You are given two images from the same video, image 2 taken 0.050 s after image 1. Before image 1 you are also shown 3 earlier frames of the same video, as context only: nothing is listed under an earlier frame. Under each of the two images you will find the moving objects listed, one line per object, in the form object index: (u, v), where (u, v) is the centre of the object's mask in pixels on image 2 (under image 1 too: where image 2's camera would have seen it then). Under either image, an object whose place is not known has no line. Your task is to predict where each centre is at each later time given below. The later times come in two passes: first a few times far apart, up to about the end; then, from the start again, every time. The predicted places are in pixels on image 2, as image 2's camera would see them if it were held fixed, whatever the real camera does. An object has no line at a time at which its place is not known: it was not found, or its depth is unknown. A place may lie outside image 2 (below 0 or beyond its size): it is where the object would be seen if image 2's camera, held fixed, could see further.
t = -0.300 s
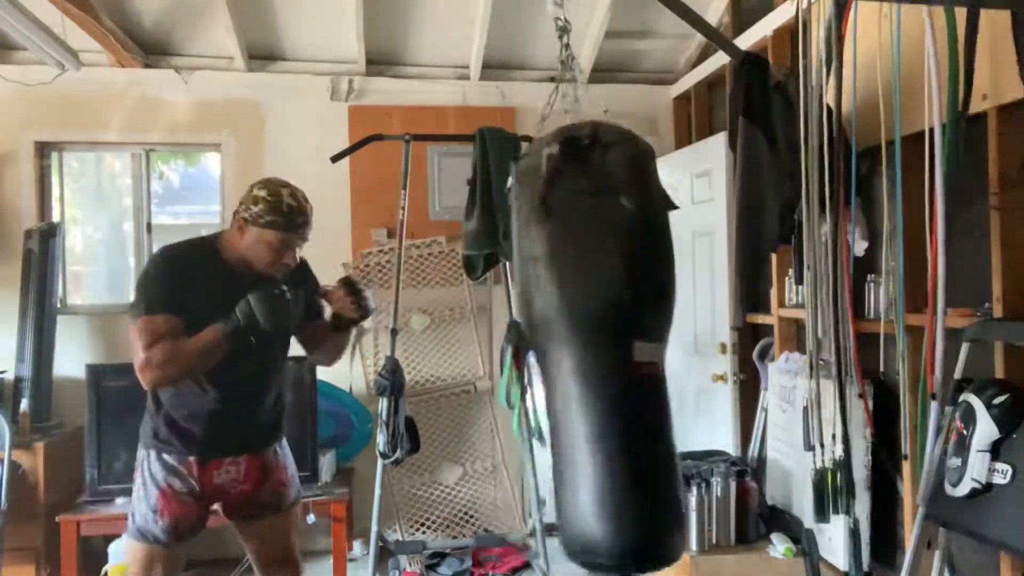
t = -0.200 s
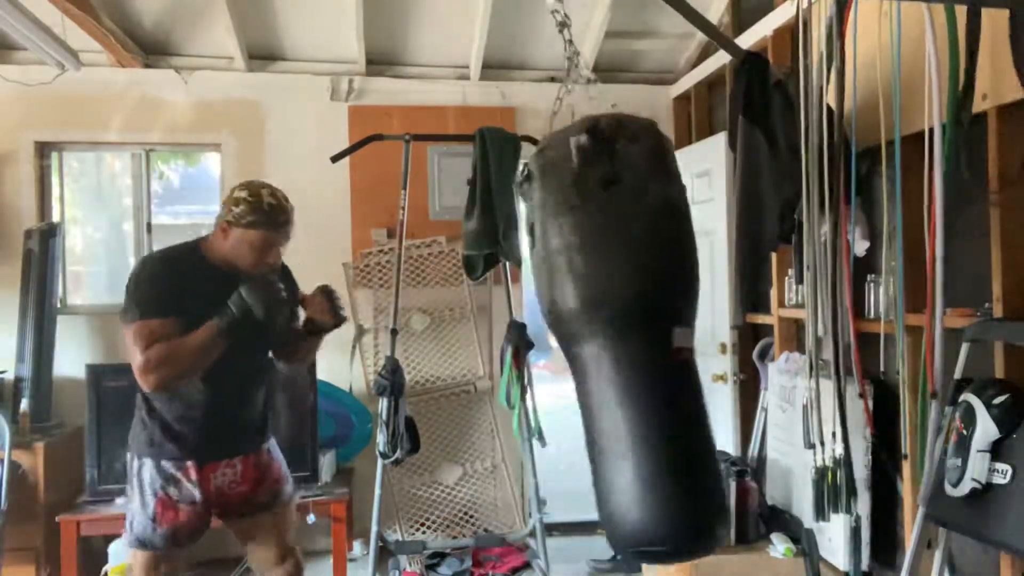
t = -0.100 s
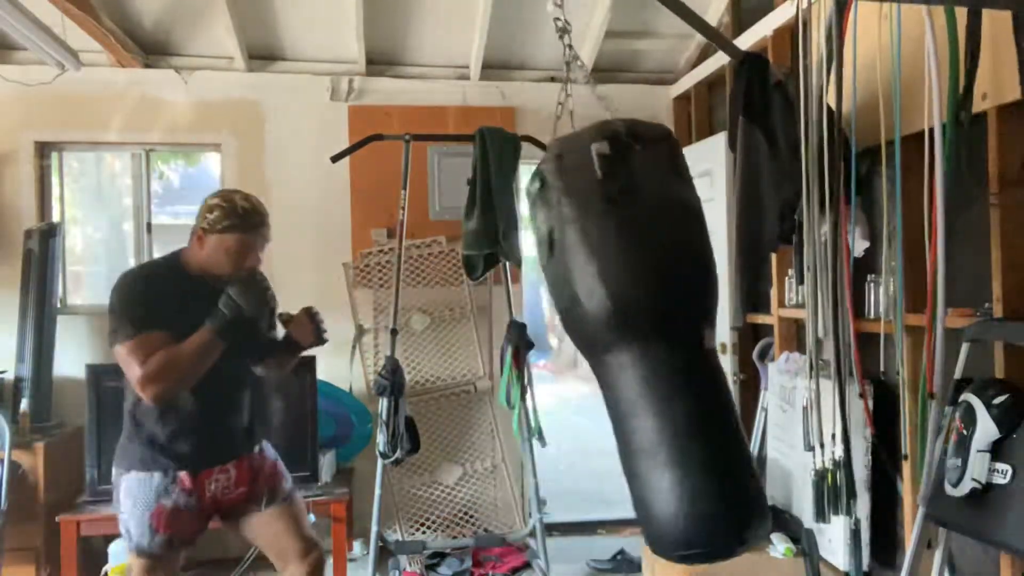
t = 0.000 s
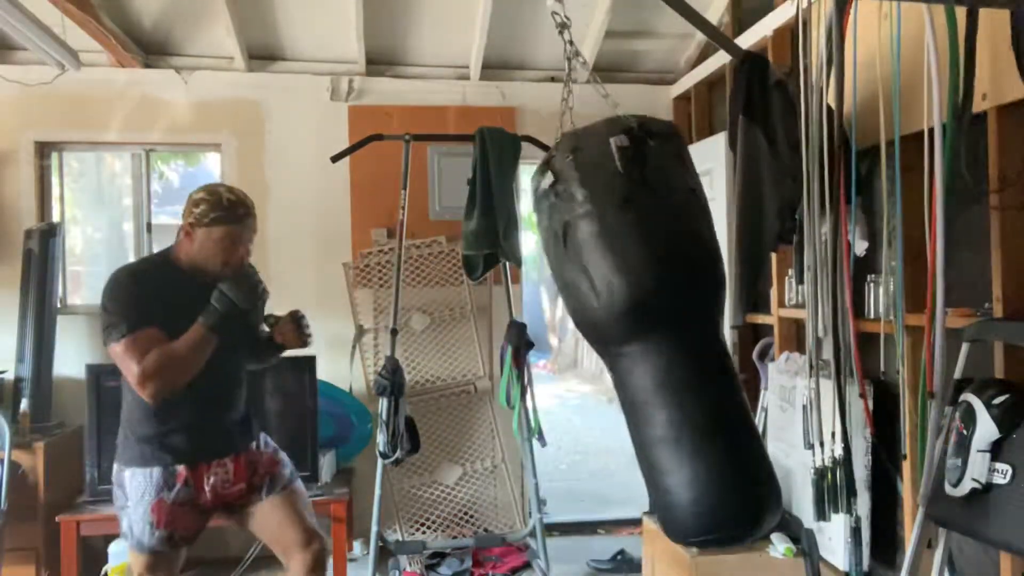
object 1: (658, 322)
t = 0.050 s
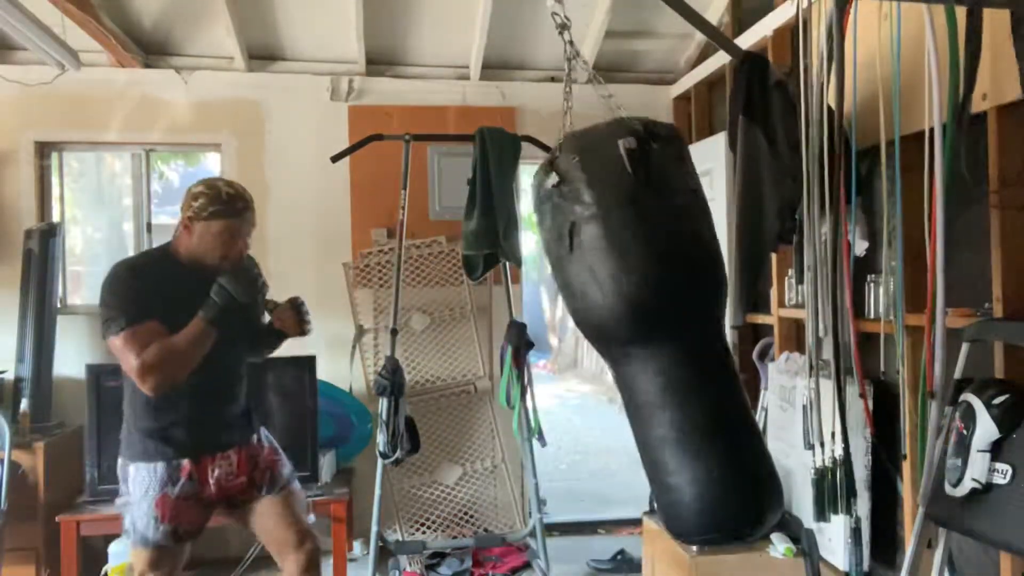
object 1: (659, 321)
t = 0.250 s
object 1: (639, 317)
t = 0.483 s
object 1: (586, 316)
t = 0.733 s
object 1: (530, 313)
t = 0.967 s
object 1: (499, 315)
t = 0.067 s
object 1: (659, 321)
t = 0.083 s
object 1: (658, 322)
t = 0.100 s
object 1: (658, 323)
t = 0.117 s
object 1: (657, 323)
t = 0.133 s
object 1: (655, 322)
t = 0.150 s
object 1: (654, 321)
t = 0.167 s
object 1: (652, 320)
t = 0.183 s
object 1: (649, 319)
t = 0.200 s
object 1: (647, 318)
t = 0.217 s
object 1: (644, 317)
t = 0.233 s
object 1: (641, 317)
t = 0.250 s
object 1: (639, 317)
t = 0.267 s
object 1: (636, 318)
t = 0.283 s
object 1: (633, 318)
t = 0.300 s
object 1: (629, 318)
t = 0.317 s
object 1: (626, 318)
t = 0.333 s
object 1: (622, 319)
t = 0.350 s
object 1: (619, 318)
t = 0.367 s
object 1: (615, 318)
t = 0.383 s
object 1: (611, 318)
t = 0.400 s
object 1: (607, 317)
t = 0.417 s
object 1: (603, 316)
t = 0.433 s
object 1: (599, 316)
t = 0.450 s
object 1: (595, 316)
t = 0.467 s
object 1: (591, 316)
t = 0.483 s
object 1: (586, 316)
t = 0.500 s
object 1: (582, 317)
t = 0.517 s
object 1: (578, 317)
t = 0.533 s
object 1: (574, 318)
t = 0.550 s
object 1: (570, 319)
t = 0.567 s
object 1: (566, 317)
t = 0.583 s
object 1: (562, 316)
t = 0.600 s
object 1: (558, 315)
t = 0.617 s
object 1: (554, 315)
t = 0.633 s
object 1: (550, 315)
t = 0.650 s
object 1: (546, 314)
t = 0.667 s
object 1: (543, 314)
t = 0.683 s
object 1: (539, 314)
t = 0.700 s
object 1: (536, 313)
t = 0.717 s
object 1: (533, 313)
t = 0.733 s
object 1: (530, 313)
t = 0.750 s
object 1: (526, 313)
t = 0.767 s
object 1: (524, 313)
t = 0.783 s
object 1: (521, 312)
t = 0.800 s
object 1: (518, 313)
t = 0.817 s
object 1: (515, 312)
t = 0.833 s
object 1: (513, 312)
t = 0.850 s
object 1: (511, 311)
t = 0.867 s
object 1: (509, 311)
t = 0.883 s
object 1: (507, 312)
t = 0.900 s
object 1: (505, 313)
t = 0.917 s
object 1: (504, 312)
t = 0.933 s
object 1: (503, 313)
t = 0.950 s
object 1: (501, 314)
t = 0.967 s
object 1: (499, 315)
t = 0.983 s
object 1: (498, 315)
